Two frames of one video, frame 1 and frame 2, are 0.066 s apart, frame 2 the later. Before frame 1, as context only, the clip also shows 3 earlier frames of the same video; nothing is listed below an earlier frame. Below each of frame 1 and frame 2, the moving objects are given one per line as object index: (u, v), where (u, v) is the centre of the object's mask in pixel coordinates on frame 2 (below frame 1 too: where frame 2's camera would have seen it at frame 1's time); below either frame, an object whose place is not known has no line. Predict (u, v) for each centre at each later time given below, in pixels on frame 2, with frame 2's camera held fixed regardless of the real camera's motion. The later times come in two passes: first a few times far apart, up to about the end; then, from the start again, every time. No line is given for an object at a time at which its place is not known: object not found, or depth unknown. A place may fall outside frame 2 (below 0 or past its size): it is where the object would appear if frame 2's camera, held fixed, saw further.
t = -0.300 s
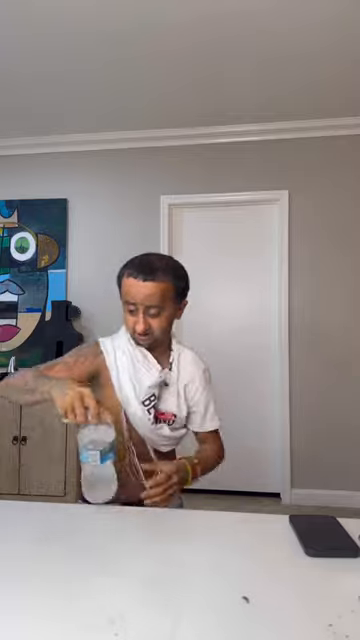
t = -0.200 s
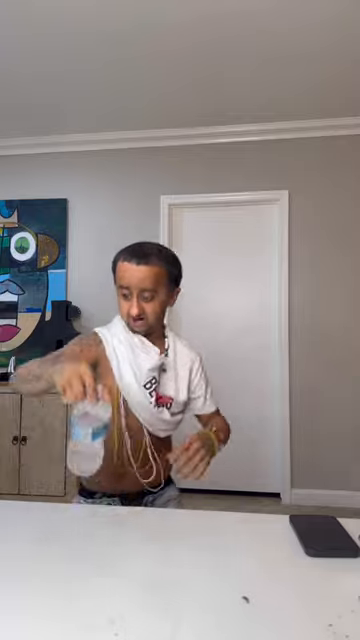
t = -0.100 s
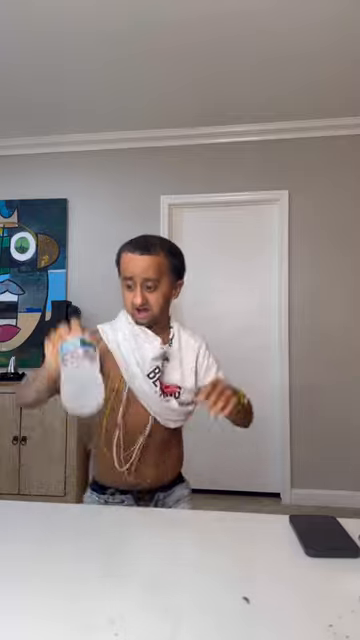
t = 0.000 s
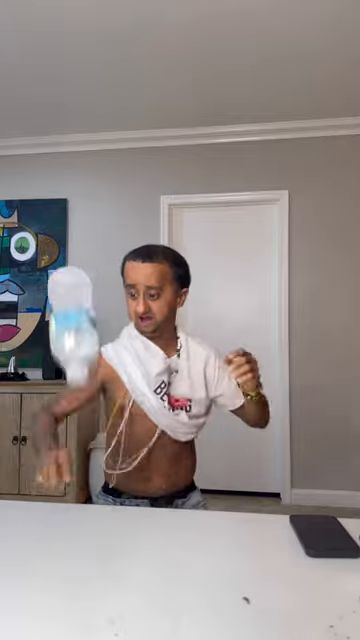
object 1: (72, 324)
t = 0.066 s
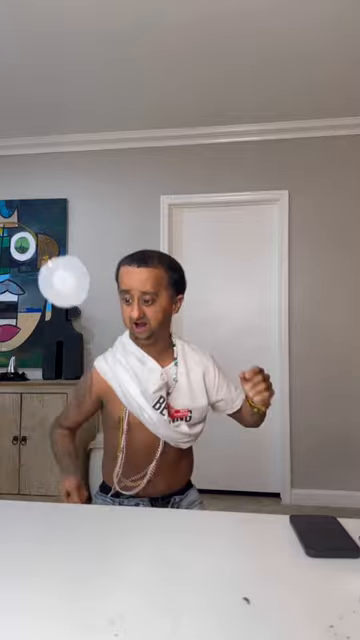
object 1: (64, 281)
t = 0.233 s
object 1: (39, 348)
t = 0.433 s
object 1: (19, 554)
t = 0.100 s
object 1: (58, 276)
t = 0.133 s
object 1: (53, 280)
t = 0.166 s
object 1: (49, 293)
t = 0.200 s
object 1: (44, 316)
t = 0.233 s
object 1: (39, 348)
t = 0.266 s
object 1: (34, 392)
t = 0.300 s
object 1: (28, 440)
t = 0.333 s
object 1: (24, 508)
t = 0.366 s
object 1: (23, 521)
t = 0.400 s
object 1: (20, 535)
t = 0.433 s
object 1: (19, 554)
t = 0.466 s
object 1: (17, 553)
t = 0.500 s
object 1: (16, 553)
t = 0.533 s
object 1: (16, 553)
